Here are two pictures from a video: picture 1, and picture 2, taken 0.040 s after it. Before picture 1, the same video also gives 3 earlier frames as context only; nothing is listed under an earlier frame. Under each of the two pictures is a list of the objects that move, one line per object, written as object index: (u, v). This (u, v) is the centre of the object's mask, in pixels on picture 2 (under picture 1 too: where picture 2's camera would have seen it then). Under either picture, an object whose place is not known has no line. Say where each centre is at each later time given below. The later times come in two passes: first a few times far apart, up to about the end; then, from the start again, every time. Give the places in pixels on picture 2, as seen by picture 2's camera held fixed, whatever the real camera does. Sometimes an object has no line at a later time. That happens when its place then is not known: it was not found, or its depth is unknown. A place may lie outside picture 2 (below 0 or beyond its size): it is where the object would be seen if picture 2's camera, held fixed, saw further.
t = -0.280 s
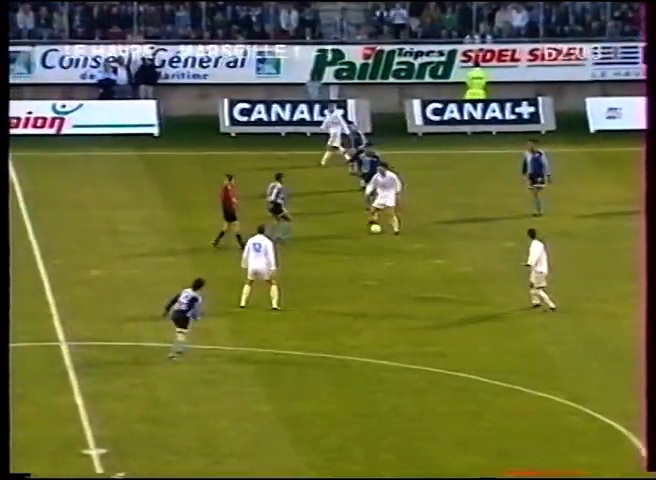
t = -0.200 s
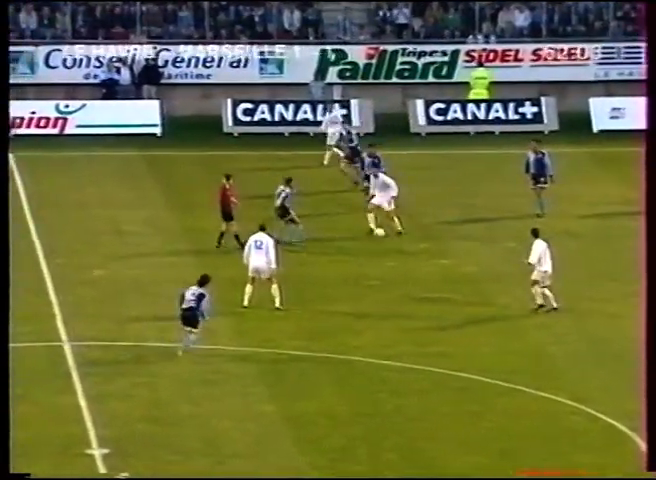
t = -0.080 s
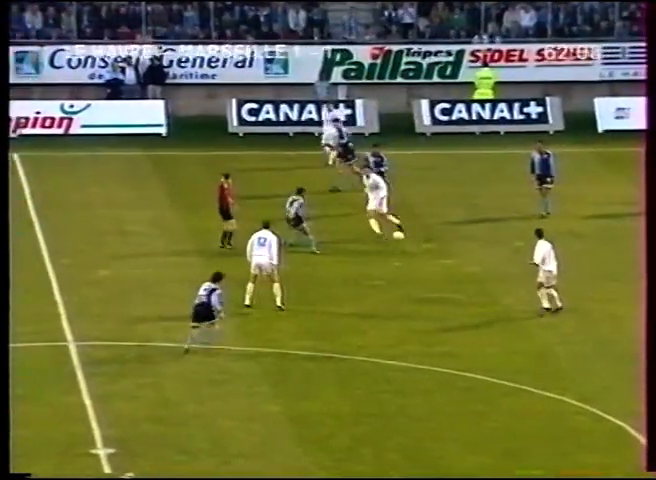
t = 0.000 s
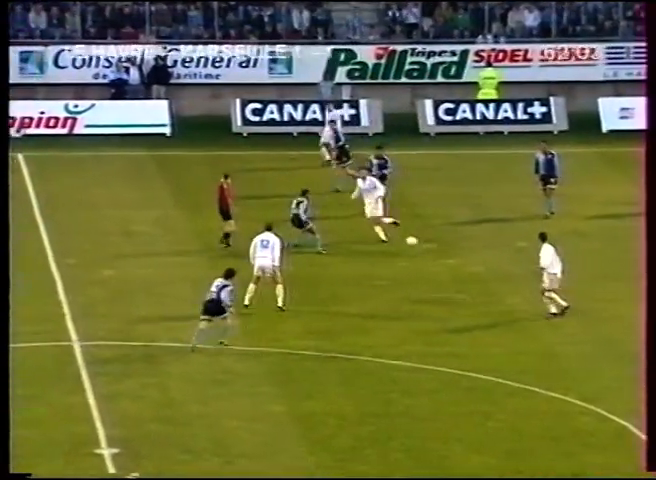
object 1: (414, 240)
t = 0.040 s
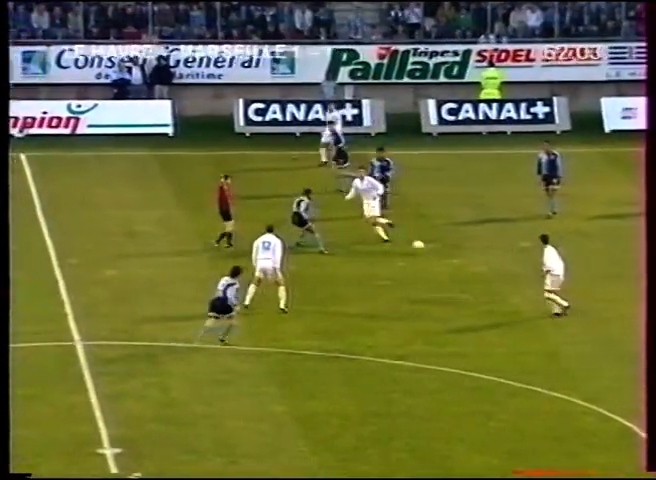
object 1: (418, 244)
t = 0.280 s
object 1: (444, 262)
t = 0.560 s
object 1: (475, 279)
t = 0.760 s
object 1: (494, 291)
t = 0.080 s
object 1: (423, 250)
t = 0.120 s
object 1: (428, 254)
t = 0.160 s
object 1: (432, 255)
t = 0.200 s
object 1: (436, 256)
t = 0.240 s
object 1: (440, 258)
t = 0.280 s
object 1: (444, 262)
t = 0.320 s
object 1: (448, 265)
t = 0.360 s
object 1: (452, 268)
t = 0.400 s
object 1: (457, 270)
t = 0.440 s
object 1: (461, 272)
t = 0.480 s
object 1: (466, 275)
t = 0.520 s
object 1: (471, 277)
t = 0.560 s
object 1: (475, 279)
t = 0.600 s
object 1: (479, 282)
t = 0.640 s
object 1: (483, 284)
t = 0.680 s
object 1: (487, 287)
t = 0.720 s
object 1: (491, 289)
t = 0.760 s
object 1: (494, 291)
